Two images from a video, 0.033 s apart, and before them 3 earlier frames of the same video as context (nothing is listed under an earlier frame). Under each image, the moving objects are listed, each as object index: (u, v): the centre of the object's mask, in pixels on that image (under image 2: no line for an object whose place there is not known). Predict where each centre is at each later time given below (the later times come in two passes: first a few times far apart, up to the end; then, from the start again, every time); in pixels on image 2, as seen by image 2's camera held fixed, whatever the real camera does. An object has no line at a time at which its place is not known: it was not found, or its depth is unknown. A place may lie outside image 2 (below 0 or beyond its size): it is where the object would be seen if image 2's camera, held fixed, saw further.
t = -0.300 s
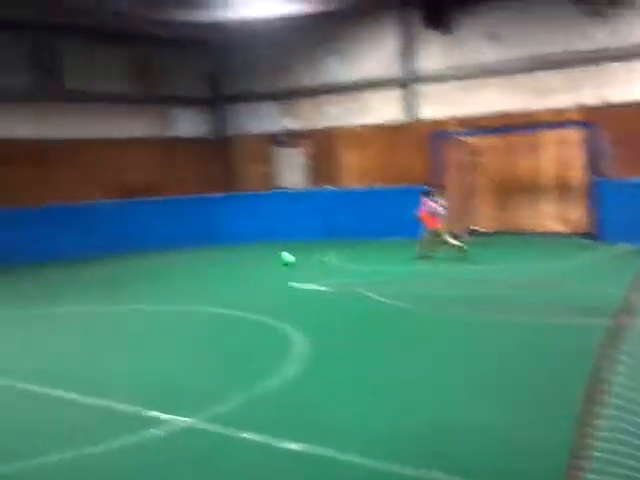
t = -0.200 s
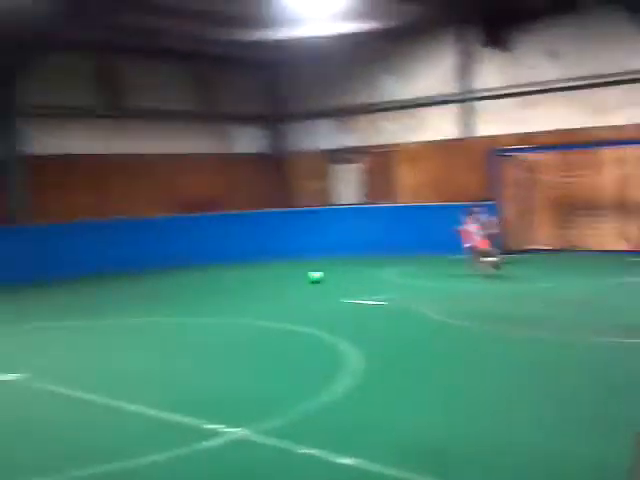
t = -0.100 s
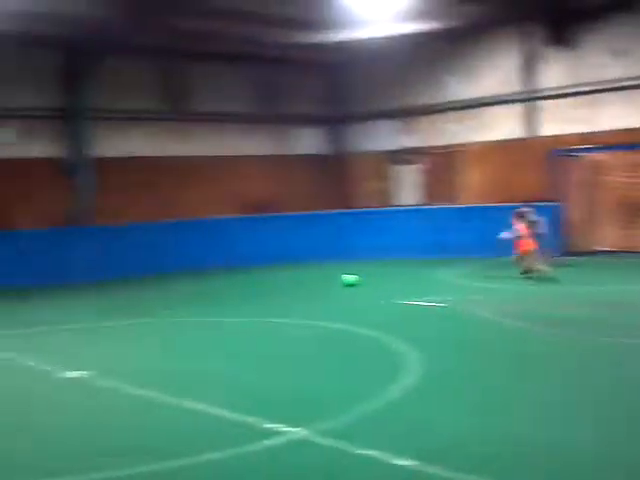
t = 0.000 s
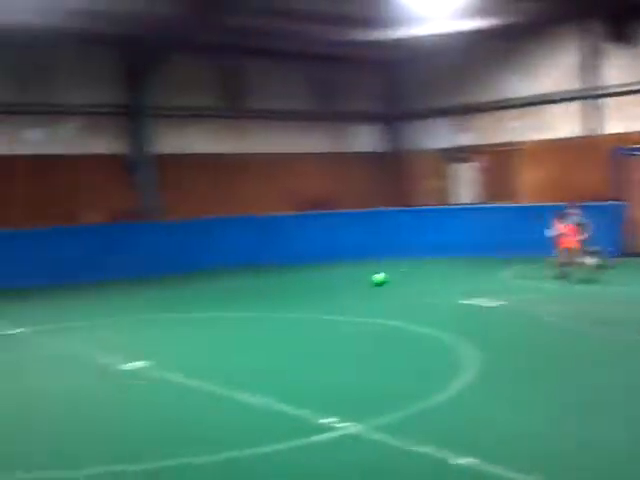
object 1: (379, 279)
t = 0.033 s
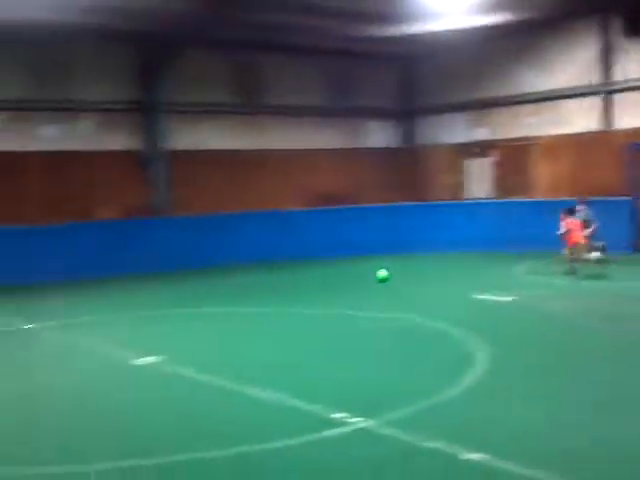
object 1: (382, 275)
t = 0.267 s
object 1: (324, 279)
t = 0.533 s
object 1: (255, 283)
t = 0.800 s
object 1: (187, 287)
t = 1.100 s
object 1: (109, 293)
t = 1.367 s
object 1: (40, 297)
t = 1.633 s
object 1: (-28, 302)
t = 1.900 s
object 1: (-99, 308)
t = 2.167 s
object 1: (-169, 313)
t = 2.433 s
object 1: (-241, 318)
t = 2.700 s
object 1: (-313, 323)
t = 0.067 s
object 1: (375, 276)
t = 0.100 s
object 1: (368, 276)
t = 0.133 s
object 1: (359, 277)
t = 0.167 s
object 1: (349, 277)
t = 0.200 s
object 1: (339, 278)
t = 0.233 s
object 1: (332, 278)
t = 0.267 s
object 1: (324, 279)
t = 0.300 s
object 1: (316, 279)
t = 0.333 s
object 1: (307, 280)
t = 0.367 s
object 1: (298, 281)
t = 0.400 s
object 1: (290, 281)
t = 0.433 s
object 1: (280, 281)
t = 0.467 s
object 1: (271, 281)
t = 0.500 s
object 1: (262, 281)
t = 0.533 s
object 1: (255, 283)
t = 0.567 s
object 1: (247, 283)
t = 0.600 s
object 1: (238, 285)
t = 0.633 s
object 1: (229, 285)
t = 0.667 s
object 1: (222, 285)
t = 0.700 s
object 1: (212, 286)
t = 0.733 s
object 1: (204, 286)
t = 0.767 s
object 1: (195, 287)
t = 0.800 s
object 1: (187, 287)
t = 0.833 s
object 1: (178, 288)
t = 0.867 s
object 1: (170, 289)
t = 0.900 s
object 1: (161, 289)
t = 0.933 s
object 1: (152, 289)
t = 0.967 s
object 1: (144, 291)
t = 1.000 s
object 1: (135, 292)
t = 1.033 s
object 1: (127, 292)
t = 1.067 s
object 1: (117, 292)
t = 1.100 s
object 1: (109, 293)
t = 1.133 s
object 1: (102, 293)
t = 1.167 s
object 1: (92, 294)
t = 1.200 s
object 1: (83, 294)
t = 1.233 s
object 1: (75, 295)
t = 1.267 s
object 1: (65, 295)
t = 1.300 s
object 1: (58, 295)
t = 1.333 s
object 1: (50, 297)
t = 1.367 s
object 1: (40, 297)
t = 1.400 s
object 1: (32, 298)
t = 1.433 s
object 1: (24, 299)
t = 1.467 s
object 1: (15, 300)
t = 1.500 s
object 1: (6, 300)
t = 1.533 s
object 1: (-3, 300)
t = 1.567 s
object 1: (-11, 300)
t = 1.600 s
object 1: (-20, 302)
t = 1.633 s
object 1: (-28, 302)
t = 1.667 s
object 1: (-37, 303)
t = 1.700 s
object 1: (-46, 304)
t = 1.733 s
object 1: (-54, 304)
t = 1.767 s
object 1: (-63, 305)
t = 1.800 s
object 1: (-72, 306)
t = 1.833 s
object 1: (-81, 306)
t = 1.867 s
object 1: (-90, 307)
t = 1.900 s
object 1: (-99, 308)
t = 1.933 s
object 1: (-108, 308)
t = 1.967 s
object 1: (-116, 309)
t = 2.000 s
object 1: (-125, 310)
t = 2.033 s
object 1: (-134, 310)
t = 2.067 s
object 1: (-142, 311)
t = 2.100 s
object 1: (-151, 311)
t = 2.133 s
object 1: (-161, 312)
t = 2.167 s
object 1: (-169, 313)
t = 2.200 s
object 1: (-178, 314)
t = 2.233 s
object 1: (-187, 314)
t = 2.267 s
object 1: (-196, 315)
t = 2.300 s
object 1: (-206, 315)
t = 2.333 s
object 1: (-215, 316)
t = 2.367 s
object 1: (-223, 317)
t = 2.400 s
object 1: (-232, 318)
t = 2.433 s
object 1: (-241, 318)
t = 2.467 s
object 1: (-250, 318)
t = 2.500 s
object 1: (-260, 319)
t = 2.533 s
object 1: (-268, 320)
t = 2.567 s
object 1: (-276, 321)
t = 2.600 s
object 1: (-286, 321)
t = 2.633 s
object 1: (-295, 321)
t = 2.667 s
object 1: (-304, 322)
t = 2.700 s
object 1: (-313, 323)
